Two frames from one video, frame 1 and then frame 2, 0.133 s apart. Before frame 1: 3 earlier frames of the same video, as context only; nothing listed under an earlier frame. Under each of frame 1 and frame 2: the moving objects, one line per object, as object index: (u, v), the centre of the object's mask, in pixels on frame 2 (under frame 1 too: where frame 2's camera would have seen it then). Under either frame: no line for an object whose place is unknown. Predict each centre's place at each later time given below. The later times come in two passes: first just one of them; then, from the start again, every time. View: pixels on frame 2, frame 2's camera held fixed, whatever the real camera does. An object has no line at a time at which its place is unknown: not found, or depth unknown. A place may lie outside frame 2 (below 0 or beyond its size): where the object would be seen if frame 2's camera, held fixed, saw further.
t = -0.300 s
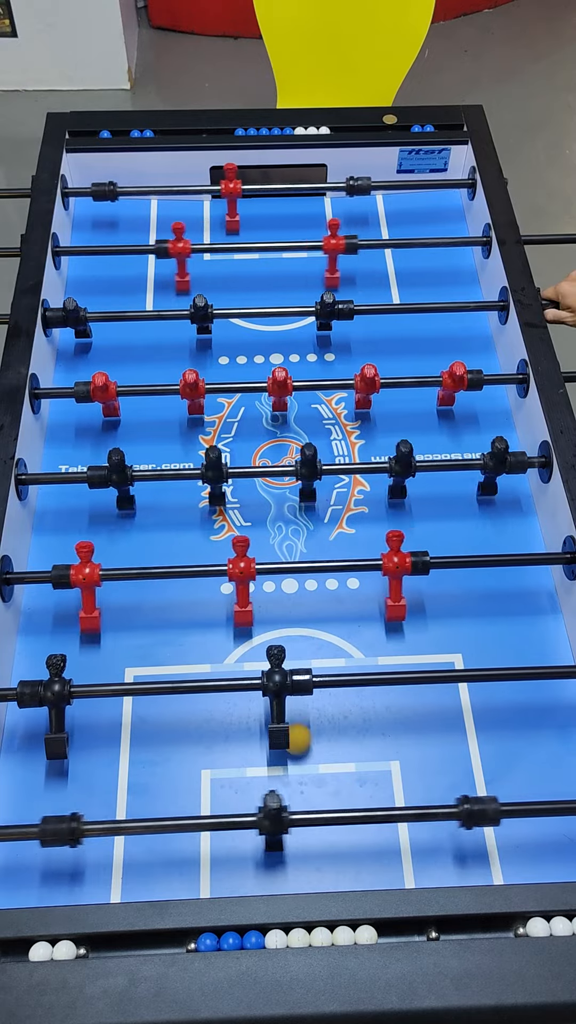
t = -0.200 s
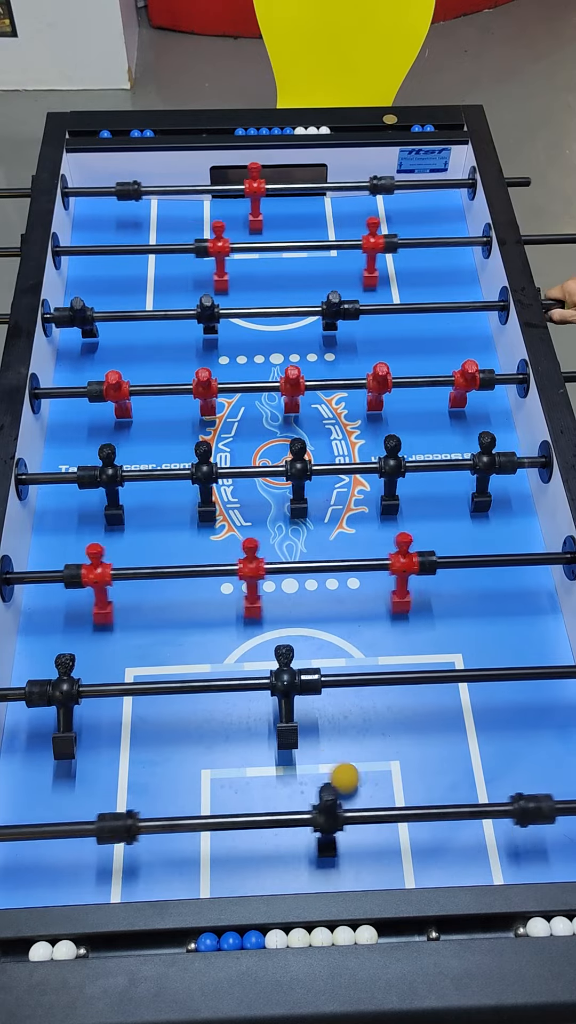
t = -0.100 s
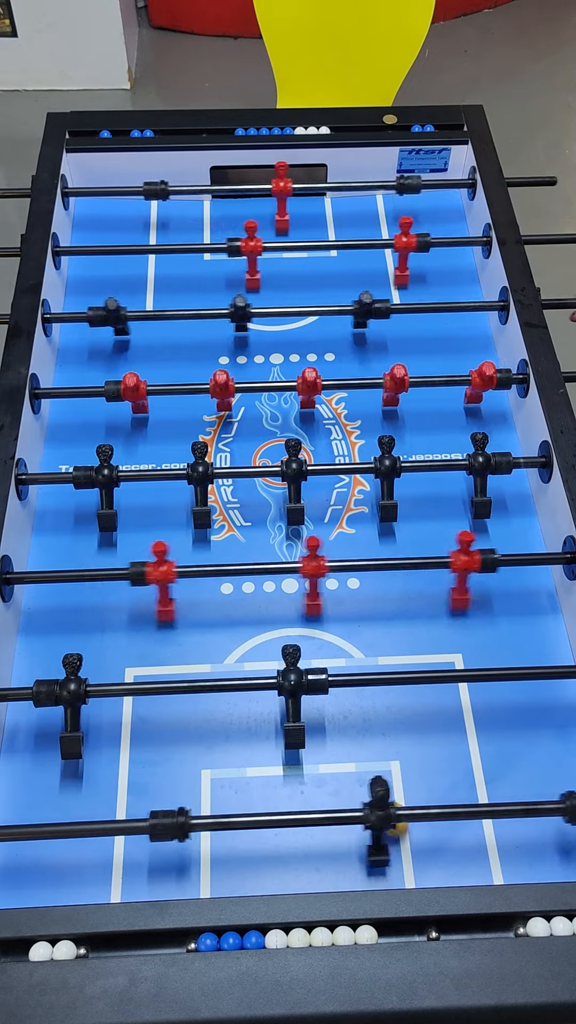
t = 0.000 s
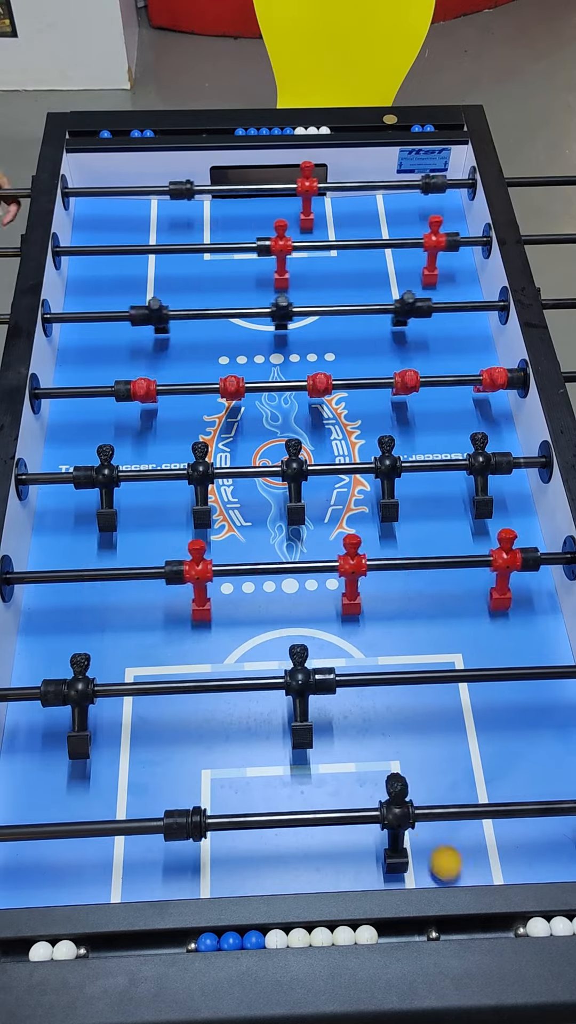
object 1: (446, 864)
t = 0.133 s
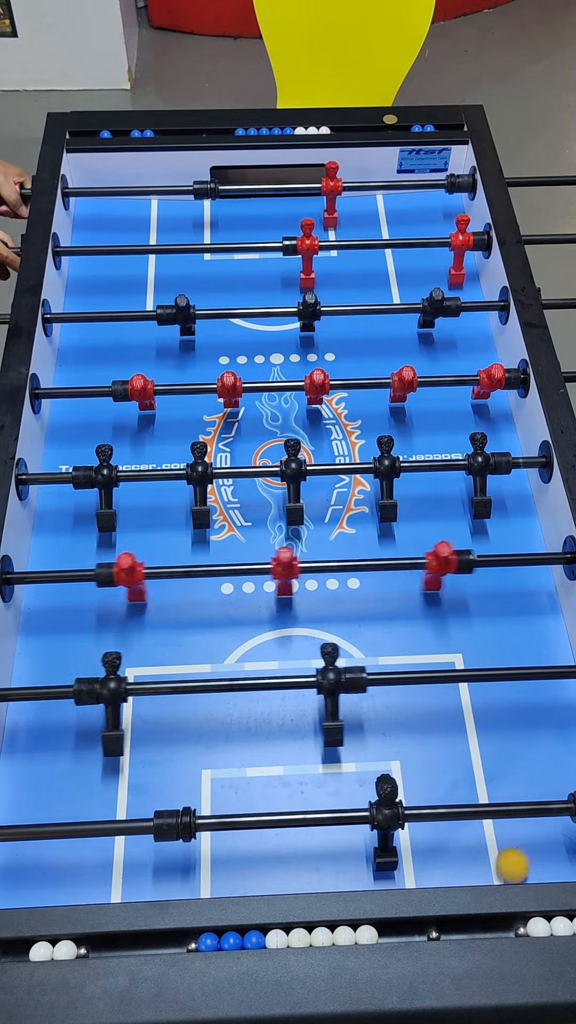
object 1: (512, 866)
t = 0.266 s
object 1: (563, 837)
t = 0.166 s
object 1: (527, 859)
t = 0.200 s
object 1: (540, 852)
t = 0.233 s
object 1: (553, 845)
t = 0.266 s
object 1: (563, 837)
